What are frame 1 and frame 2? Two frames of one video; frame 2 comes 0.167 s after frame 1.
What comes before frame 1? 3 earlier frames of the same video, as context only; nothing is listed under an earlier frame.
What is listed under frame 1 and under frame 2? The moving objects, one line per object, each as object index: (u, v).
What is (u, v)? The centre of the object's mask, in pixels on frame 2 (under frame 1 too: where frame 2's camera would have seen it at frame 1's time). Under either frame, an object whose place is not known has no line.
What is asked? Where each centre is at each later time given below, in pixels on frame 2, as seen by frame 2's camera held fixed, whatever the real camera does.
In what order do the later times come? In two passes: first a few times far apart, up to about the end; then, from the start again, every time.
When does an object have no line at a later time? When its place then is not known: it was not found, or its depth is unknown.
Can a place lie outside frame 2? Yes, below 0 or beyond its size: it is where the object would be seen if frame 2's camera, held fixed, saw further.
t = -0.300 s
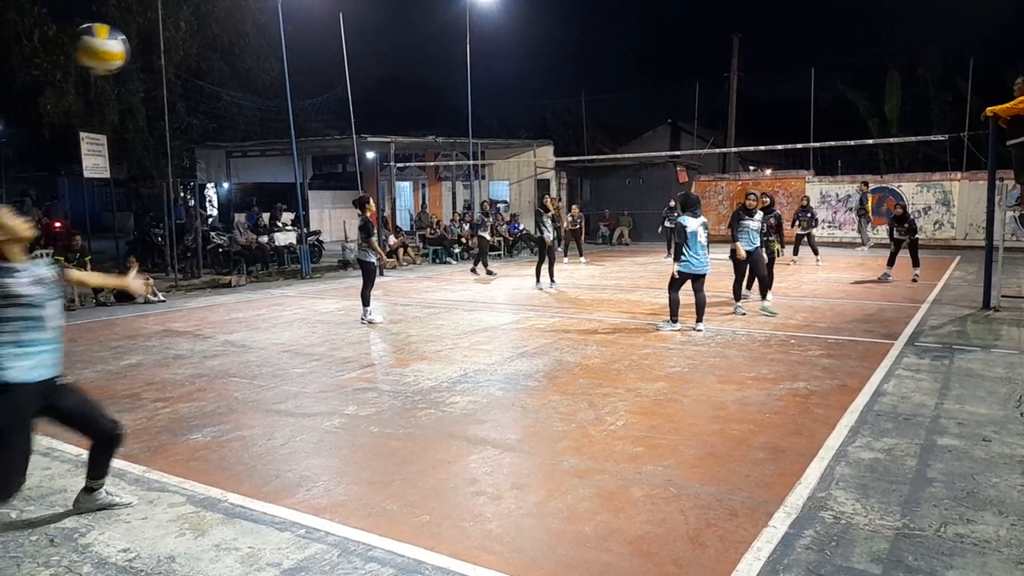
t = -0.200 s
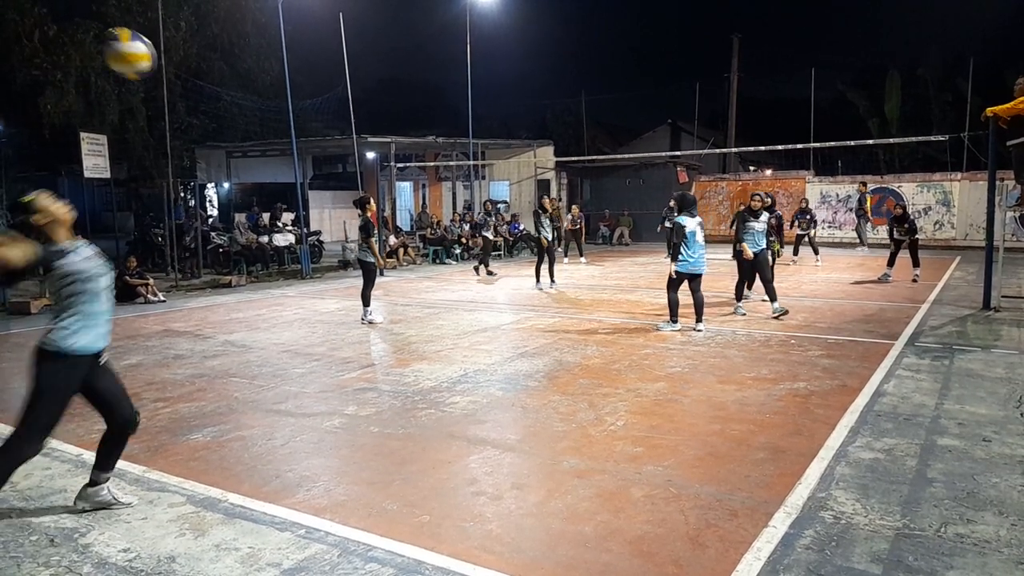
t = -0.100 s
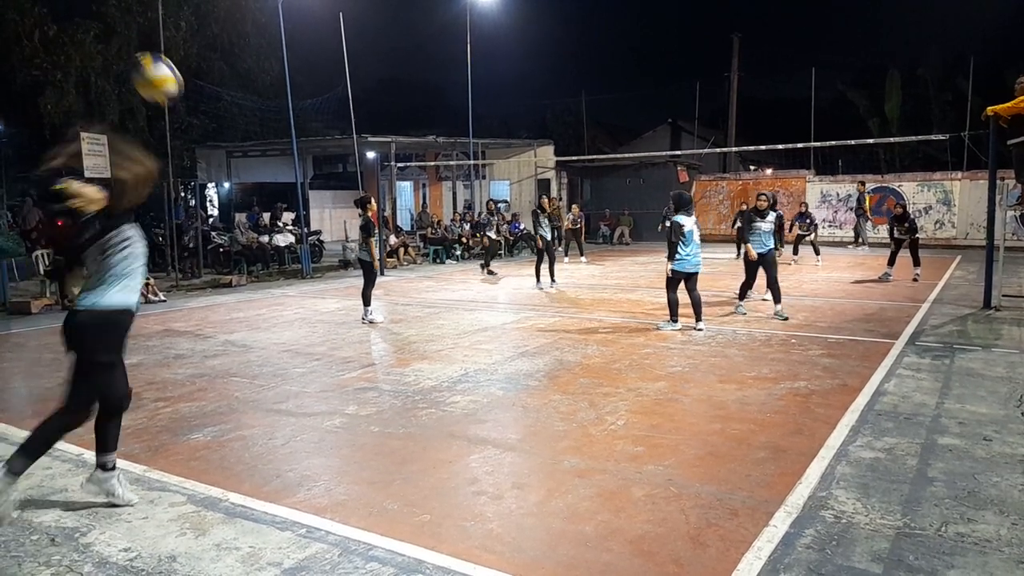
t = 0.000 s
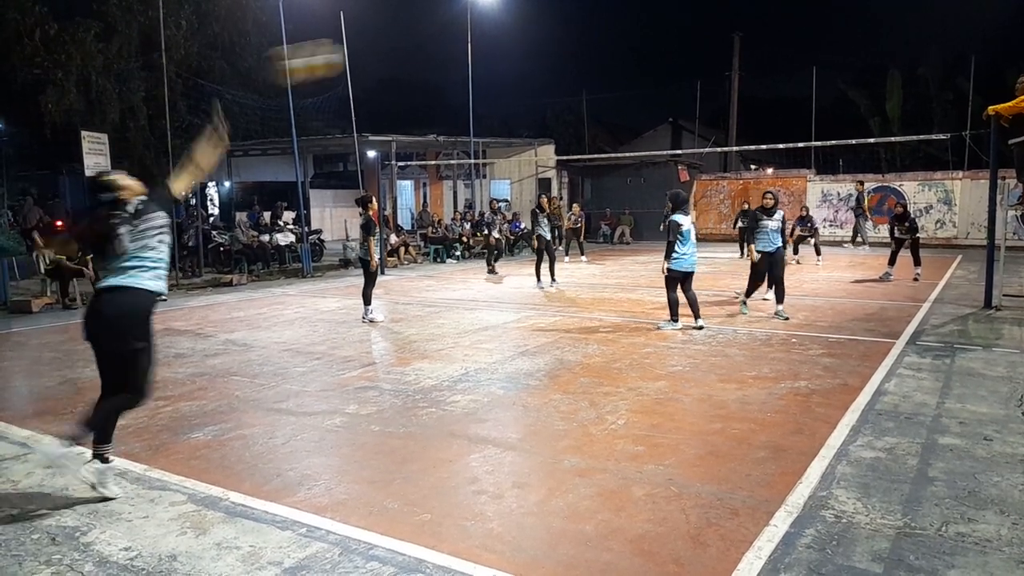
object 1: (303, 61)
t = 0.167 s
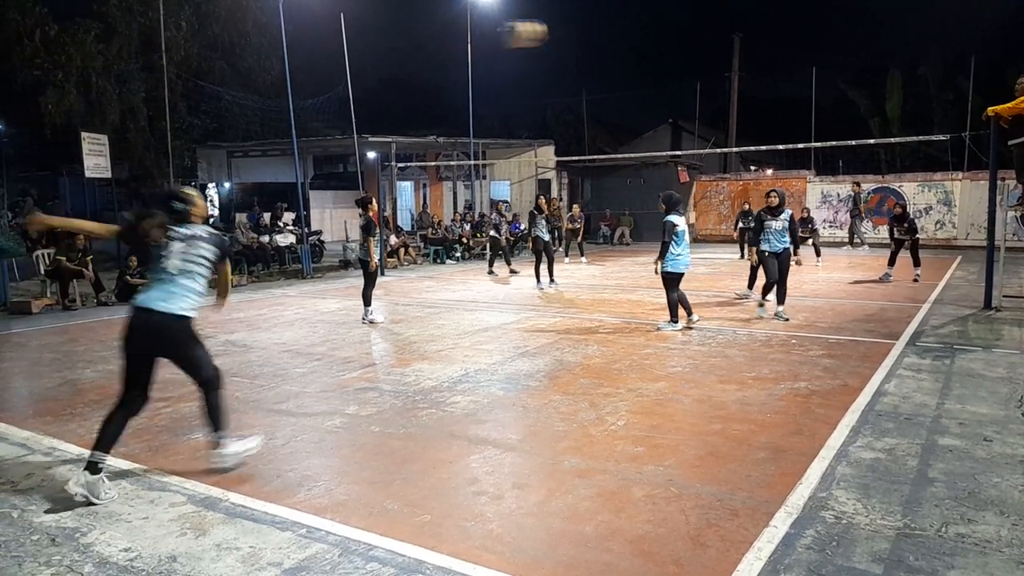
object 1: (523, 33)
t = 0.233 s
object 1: (577, 34)
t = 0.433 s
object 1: (690, 62)
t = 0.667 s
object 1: (760, 118)
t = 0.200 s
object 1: (552, 32)
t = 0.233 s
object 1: (577, 34)
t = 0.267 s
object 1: (601, 36)
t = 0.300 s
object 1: (623, 40)
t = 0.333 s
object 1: (641, 44)
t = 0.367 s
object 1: (659, 49)
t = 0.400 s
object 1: (675, 56)
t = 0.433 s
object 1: (690, 62)
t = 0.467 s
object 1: (703, 70)
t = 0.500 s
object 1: (715, 78)
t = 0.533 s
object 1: (725, 85)
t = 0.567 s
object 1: (736, 93)
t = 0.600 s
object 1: (745, 102)
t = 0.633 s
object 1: (754, 111)
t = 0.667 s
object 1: (760, 118)
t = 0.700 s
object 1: (769, 129)
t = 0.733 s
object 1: (775, 137)
